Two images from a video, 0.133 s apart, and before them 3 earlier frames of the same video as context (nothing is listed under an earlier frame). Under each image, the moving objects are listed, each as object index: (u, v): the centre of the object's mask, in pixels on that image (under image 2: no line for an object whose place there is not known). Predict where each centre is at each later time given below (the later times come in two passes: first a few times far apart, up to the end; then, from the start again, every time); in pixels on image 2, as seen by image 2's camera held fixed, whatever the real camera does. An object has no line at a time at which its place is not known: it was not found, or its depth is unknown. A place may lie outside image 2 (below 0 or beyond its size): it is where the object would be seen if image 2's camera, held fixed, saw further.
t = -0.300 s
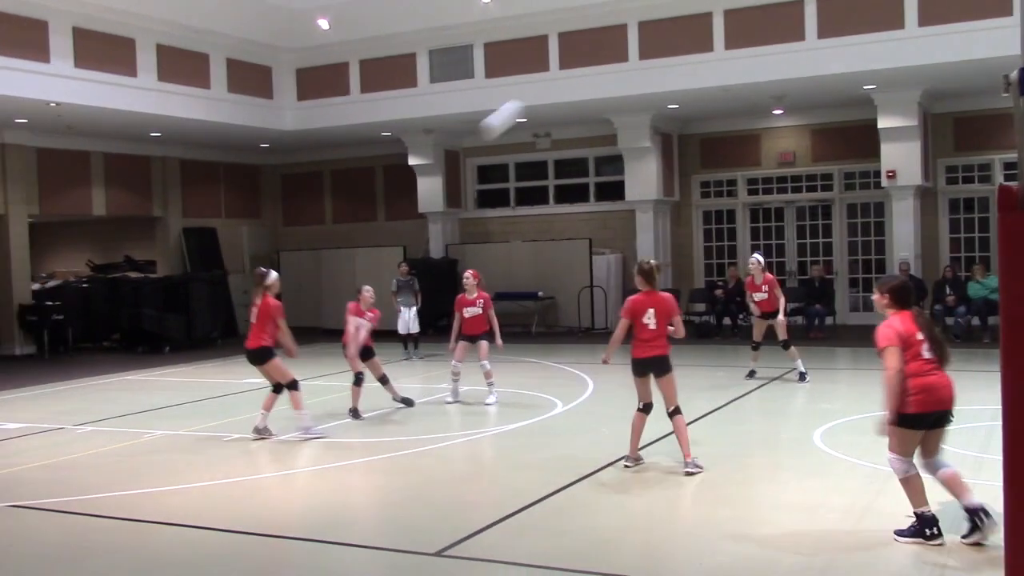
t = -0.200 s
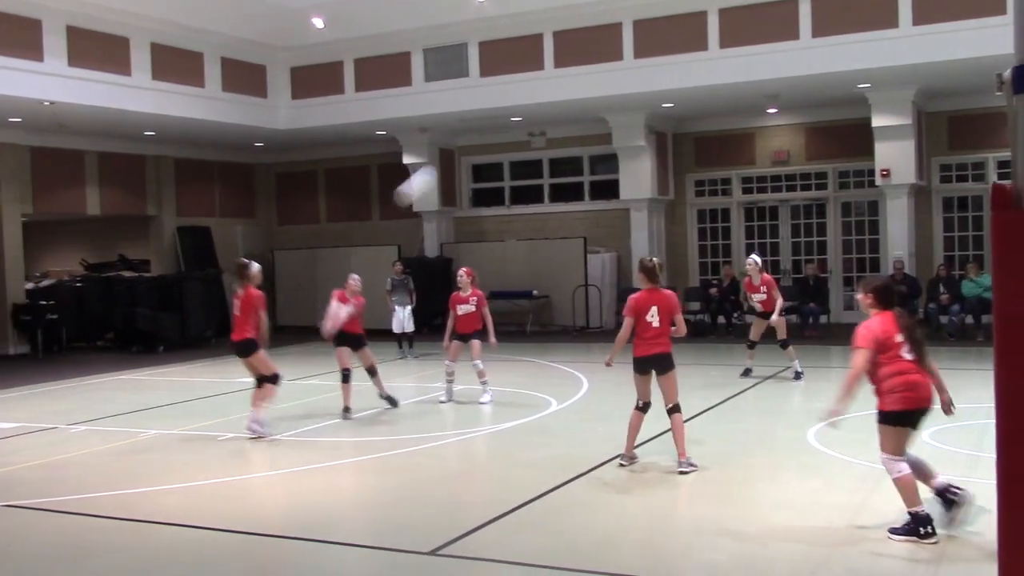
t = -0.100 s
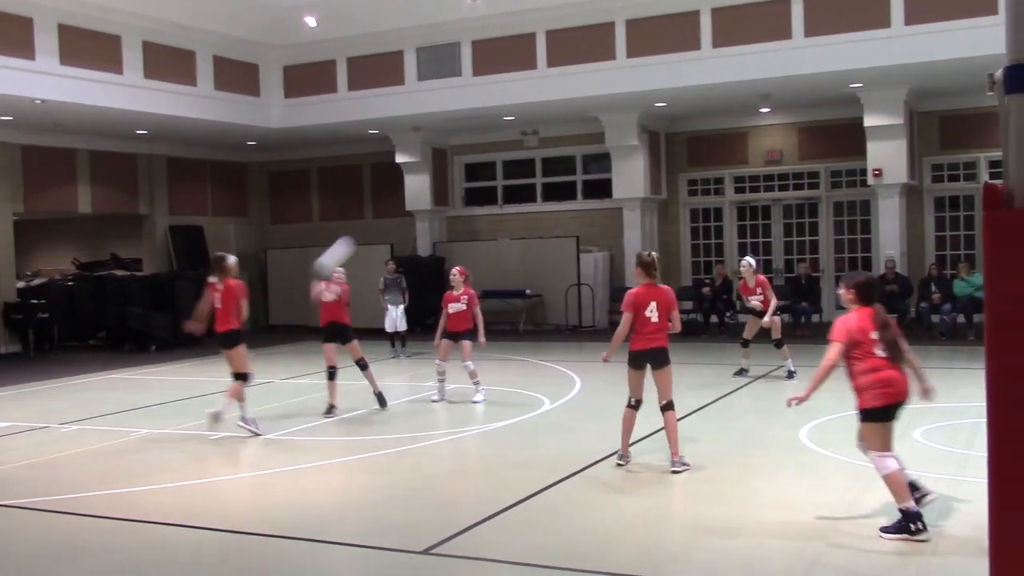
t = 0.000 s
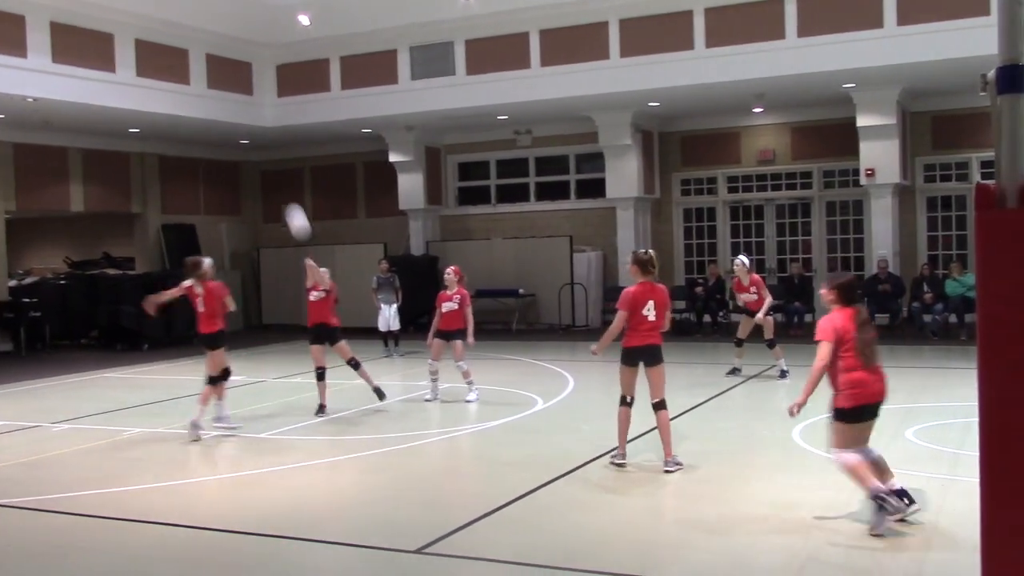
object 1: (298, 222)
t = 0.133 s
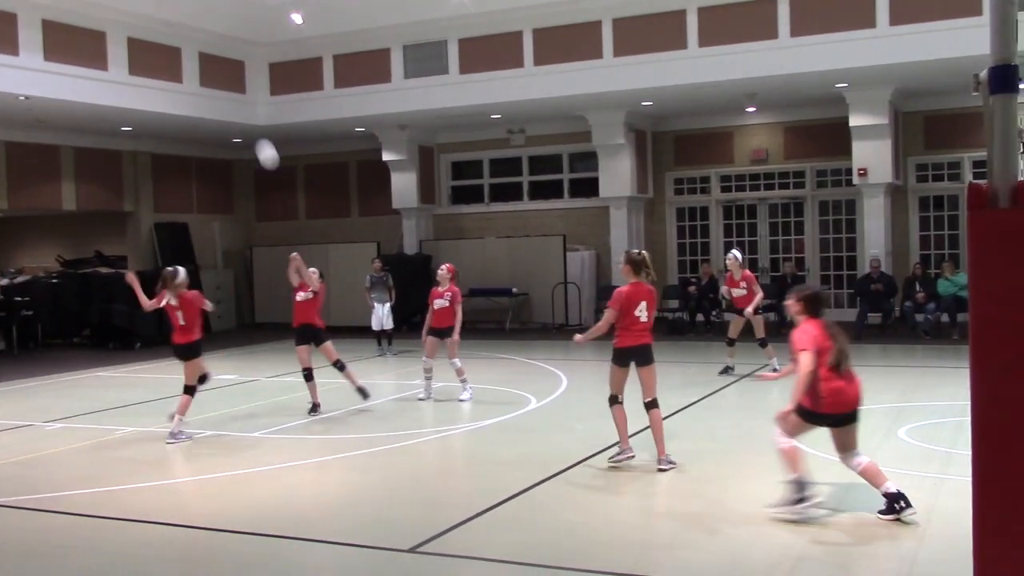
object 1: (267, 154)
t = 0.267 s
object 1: (244, 109)
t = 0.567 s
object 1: (208, 78)
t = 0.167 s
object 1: (261, 141)
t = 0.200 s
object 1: (256, 129)
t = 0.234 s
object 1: (250, 119)
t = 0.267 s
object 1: (244, 109)
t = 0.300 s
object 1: (239, 102)
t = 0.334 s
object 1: (234, 95)
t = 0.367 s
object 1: (231, 90)
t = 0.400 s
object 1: (227, 85)
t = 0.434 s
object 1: (223, 82)
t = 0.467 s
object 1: (219, 79)
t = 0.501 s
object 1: (216, 78)
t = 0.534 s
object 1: (212, 78)
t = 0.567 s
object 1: (208, 78)
